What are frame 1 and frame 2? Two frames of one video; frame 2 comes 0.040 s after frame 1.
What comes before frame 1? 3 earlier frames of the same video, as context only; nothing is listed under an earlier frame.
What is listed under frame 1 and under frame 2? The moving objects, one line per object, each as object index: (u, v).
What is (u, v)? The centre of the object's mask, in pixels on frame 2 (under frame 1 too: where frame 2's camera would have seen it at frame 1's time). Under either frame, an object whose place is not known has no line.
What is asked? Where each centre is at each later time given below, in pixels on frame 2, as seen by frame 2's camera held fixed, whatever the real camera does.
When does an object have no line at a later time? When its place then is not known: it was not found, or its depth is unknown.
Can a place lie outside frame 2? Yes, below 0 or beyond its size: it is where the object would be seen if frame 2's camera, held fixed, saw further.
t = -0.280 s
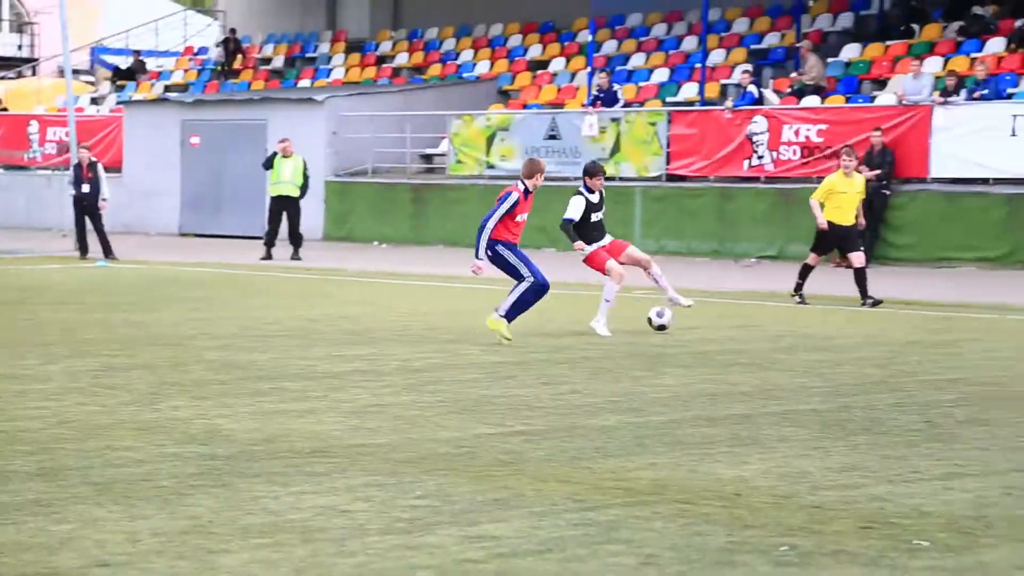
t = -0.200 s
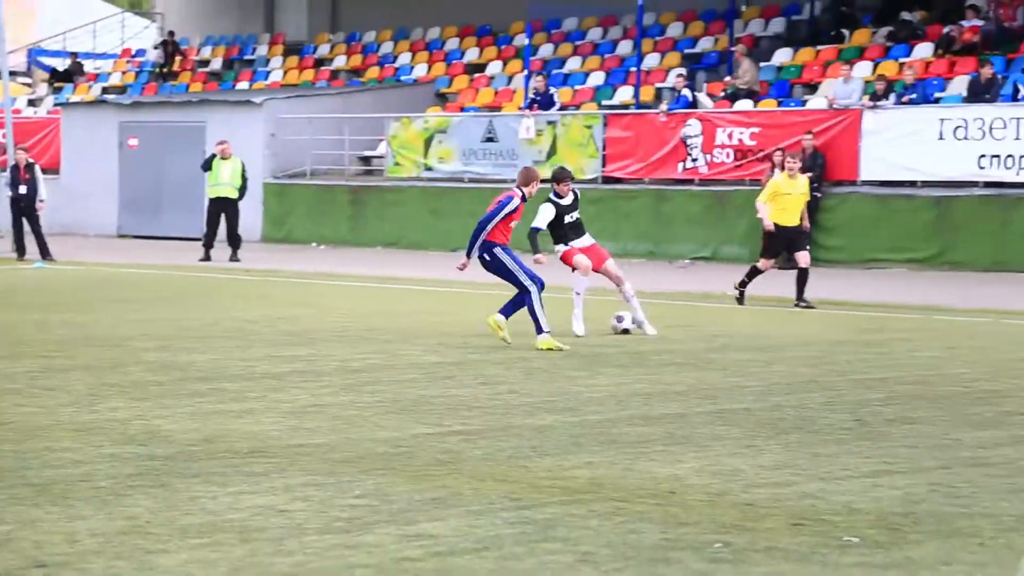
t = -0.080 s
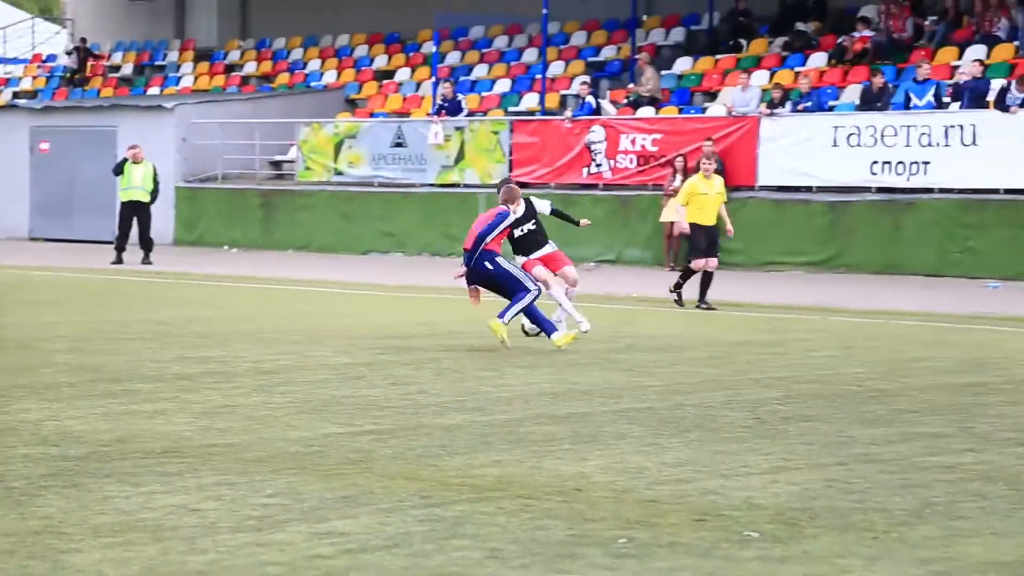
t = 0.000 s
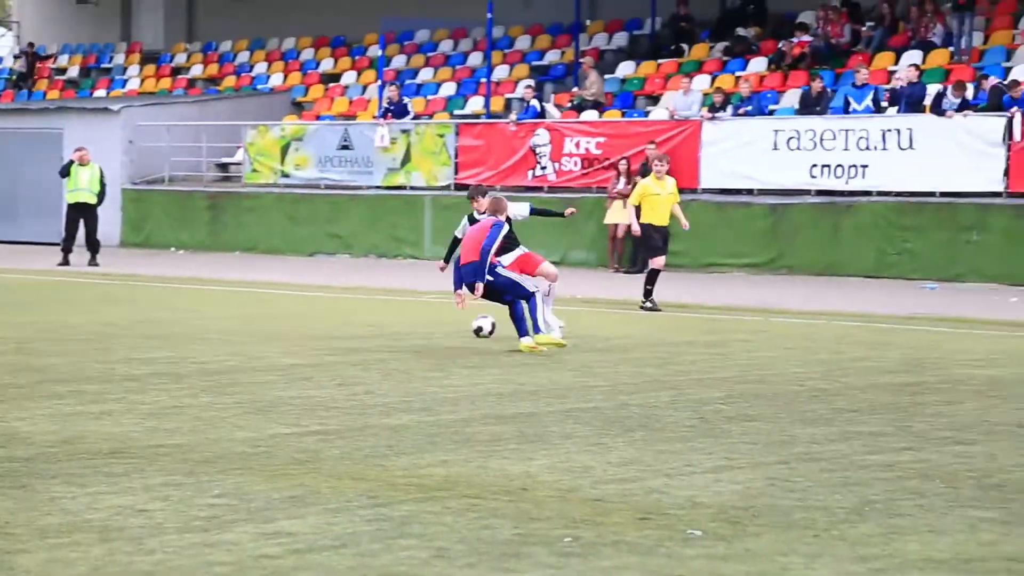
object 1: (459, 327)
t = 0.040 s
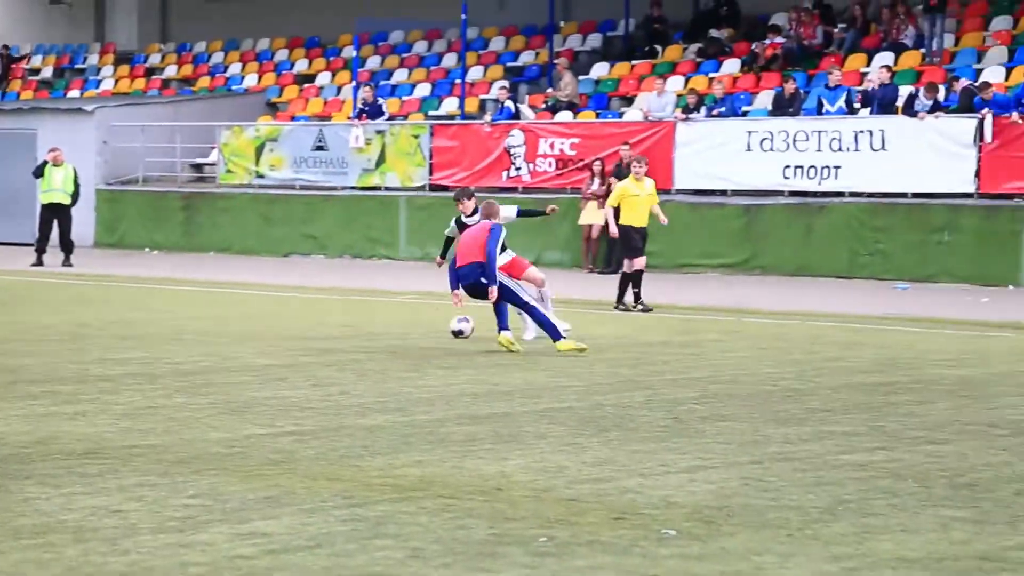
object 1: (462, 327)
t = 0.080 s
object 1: (465, 327)
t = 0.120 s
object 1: (468, 327)
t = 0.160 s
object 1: (472, 327)
